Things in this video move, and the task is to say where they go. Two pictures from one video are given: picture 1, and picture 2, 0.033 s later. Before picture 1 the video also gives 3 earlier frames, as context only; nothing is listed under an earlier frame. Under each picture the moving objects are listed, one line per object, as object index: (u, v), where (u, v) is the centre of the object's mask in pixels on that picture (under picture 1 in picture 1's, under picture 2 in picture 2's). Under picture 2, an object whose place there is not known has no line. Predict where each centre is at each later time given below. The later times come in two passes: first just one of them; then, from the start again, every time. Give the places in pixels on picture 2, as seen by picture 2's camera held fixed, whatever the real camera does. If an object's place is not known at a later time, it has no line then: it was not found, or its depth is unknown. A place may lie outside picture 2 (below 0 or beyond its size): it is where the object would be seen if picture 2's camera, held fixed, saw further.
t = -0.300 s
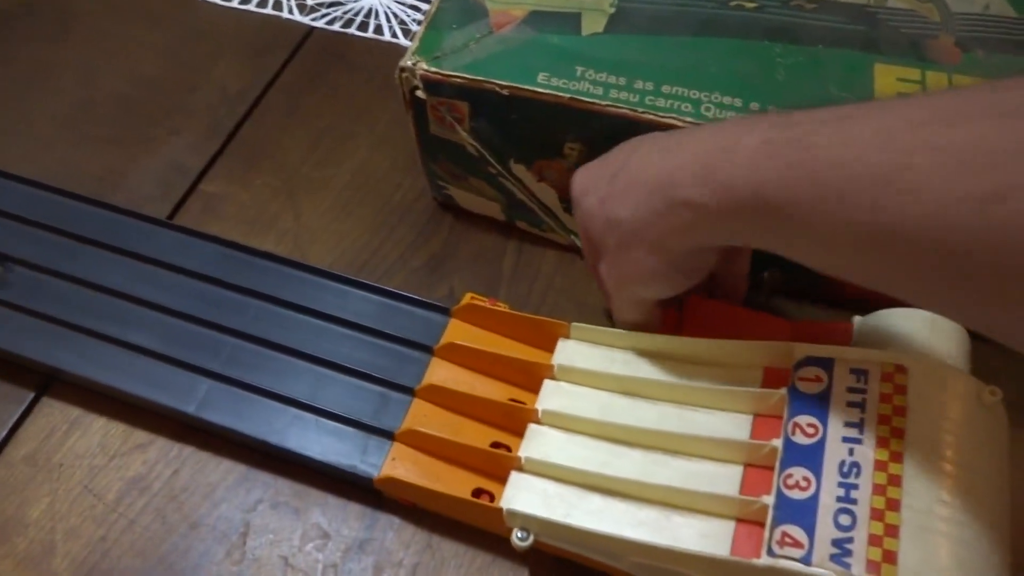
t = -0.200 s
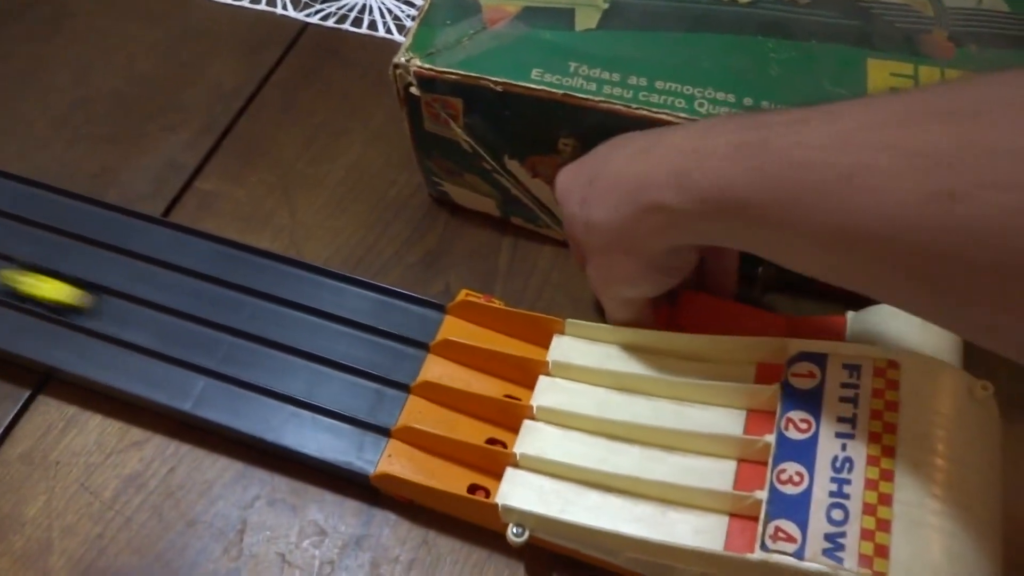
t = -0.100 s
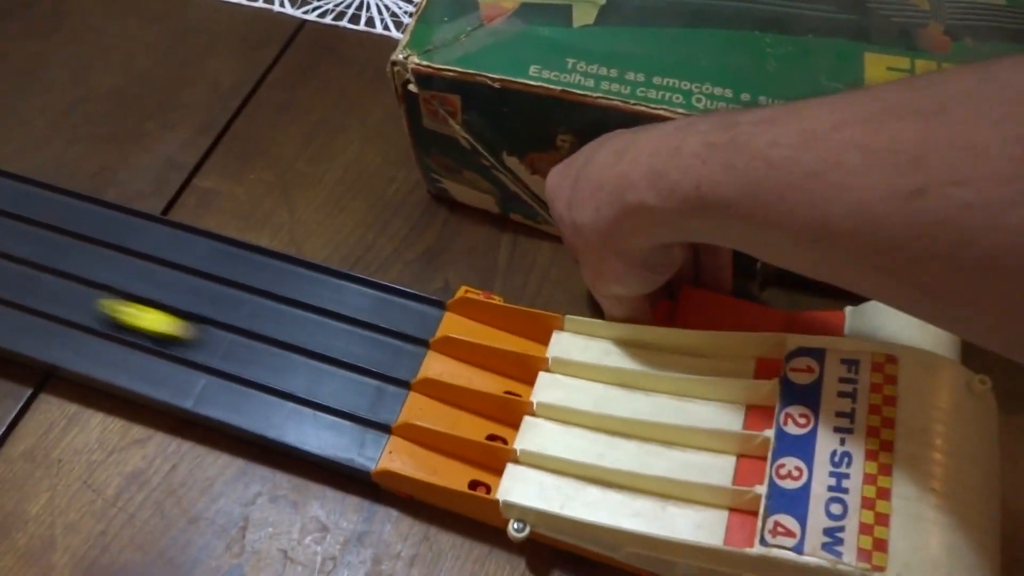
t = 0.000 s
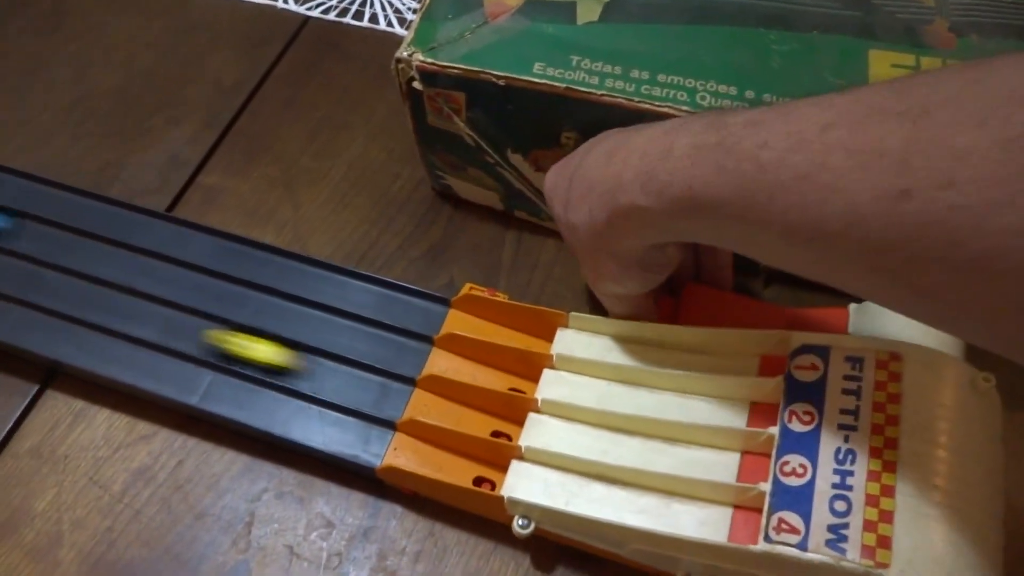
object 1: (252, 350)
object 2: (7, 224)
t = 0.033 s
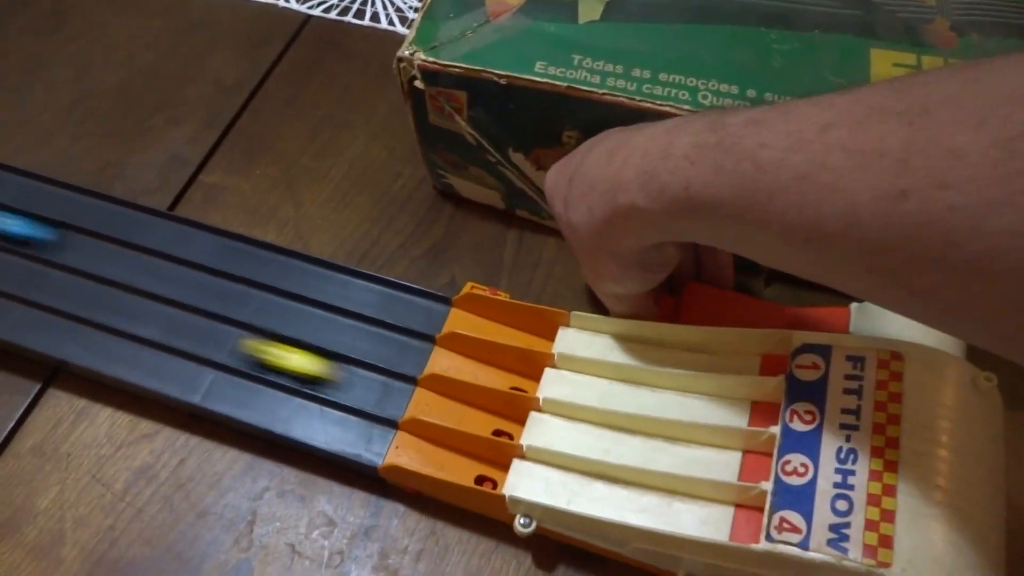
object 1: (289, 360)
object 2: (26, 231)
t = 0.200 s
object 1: (469, 418)
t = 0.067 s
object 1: (325, 373)
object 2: (49, 239)
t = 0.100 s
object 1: (359, 383)
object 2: (94, 252)
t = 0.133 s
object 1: (395, 395)
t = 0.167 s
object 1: (435, 406)
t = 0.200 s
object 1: (469, 418)
